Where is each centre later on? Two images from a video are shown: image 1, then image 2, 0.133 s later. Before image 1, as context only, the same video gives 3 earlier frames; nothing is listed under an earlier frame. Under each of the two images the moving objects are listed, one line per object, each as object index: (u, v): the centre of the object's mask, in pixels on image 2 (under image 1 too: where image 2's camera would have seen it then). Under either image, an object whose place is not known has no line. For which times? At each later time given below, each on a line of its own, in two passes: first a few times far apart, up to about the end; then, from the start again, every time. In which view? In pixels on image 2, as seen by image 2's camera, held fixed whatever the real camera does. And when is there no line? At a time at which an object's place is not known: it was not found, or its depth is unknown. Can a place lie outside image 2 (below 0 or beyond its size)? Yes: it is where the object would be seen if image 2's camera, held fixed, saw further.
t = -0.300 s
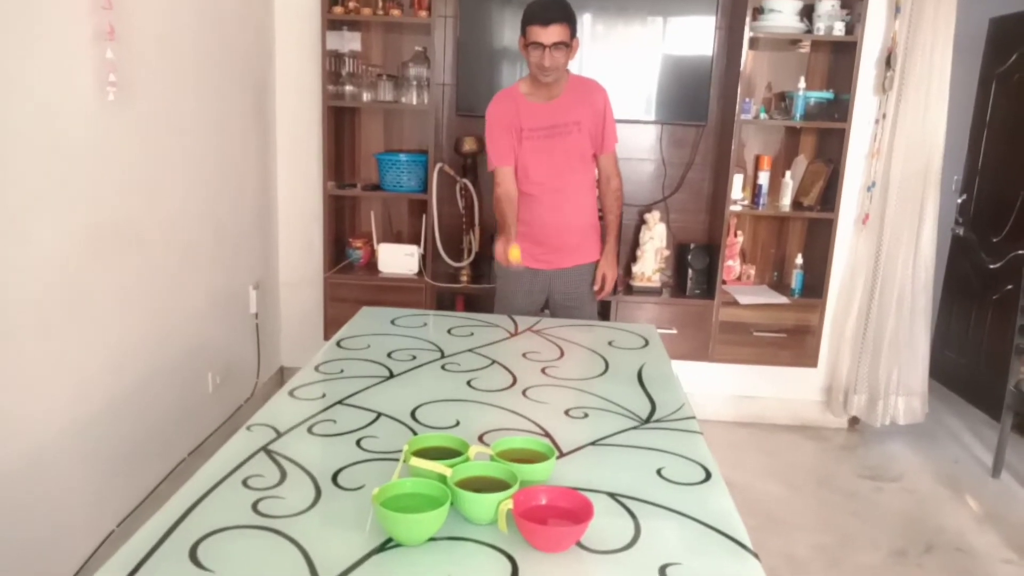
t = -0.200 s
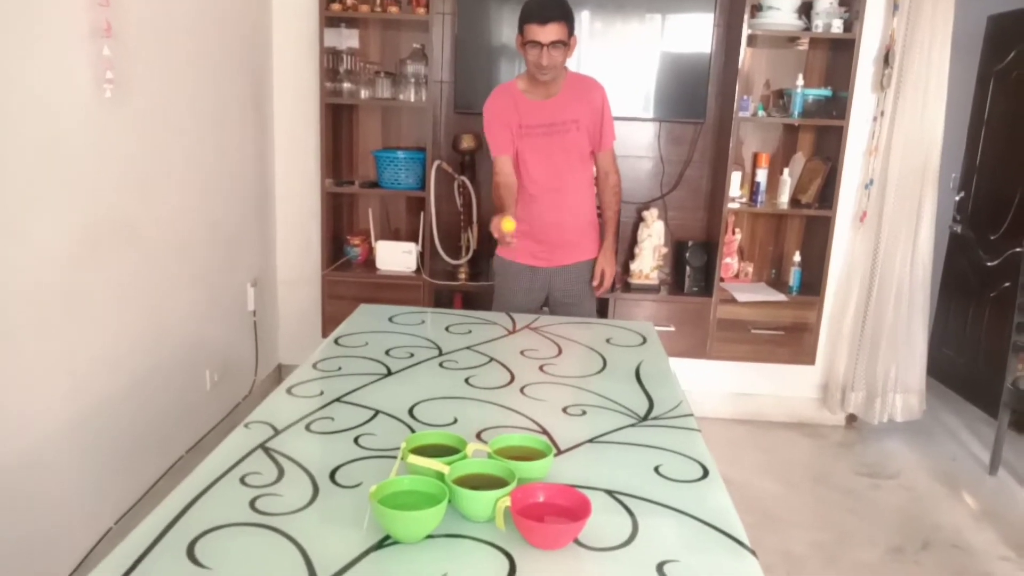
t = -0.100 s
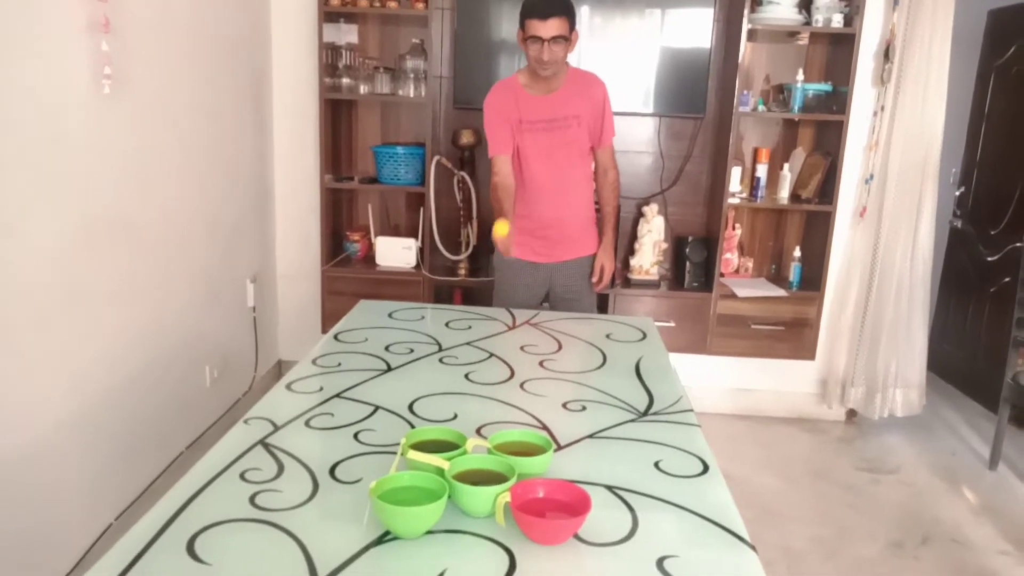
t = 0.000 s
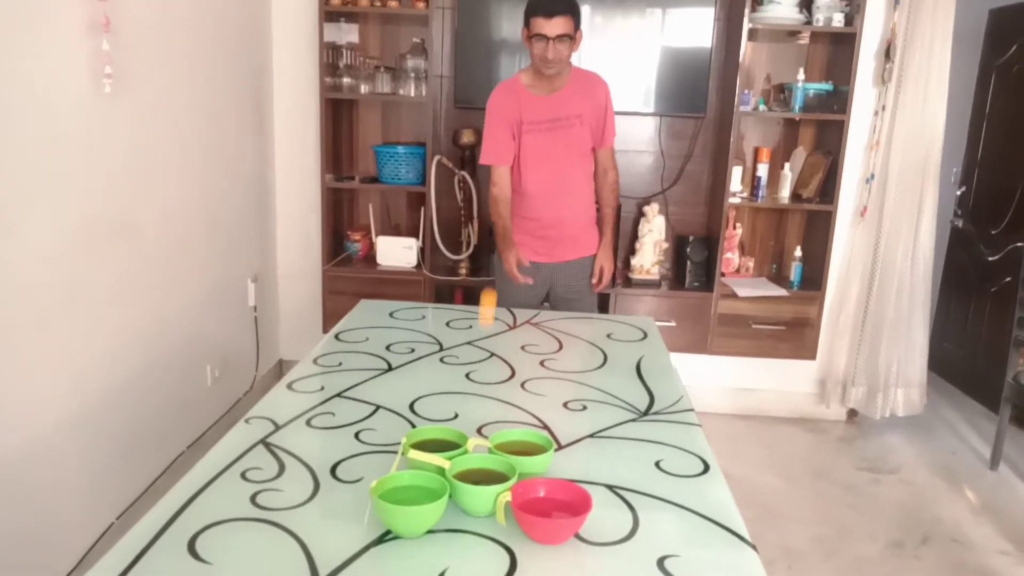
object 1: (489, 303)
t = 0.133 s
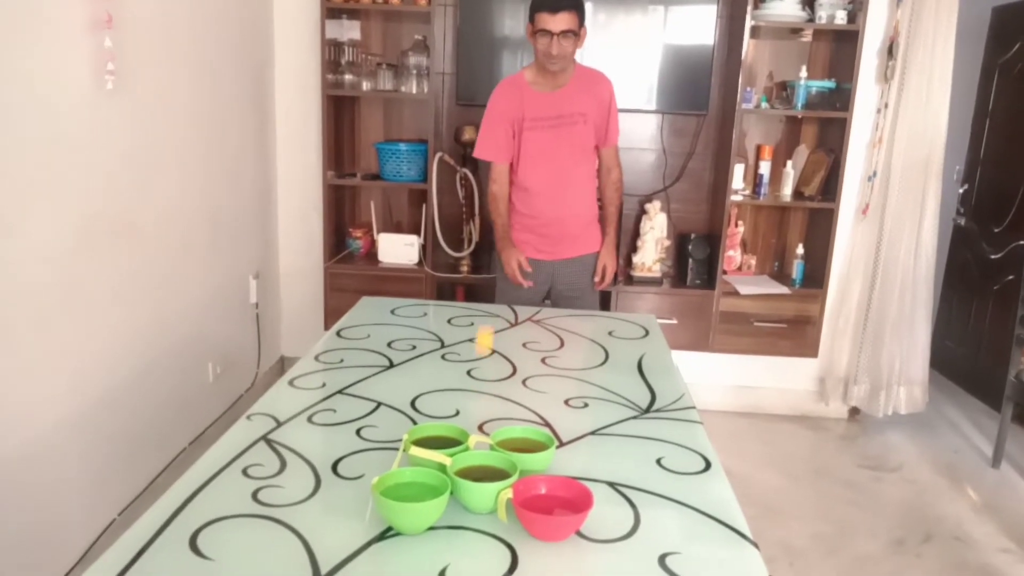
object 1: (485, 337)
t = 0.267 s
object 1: (493, 307)
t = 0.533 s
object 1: (500, 412)
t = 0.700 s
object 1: (468, 389)
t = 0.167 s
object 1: (486, 325)
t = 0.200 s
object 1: (489, 313)
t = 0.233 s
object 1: (491, 308)
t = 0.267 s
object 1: (493, 307)
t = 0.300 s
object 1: (495, 310)
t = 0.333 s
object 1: (497, 320)
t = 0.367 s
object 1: (499, 338)
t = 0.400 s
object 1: (501, 360)
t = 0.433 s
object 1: (502, 388)
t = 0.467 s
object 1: (503, 416)
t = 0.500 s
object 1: (504, 421)
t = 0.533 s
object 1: (500, 412)
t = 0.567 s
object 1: (493, 394)
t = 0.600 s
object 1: (486, 385)
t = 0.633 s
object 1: (480, 382)
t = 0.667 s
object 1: (474, 383)
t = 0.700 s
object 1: (468, 389)
